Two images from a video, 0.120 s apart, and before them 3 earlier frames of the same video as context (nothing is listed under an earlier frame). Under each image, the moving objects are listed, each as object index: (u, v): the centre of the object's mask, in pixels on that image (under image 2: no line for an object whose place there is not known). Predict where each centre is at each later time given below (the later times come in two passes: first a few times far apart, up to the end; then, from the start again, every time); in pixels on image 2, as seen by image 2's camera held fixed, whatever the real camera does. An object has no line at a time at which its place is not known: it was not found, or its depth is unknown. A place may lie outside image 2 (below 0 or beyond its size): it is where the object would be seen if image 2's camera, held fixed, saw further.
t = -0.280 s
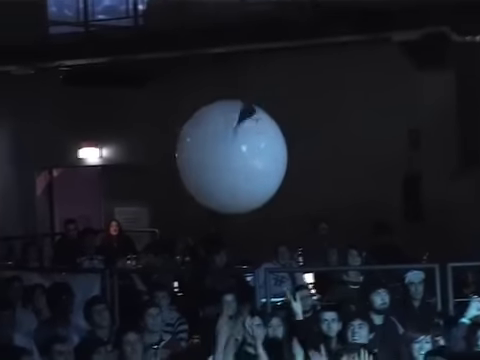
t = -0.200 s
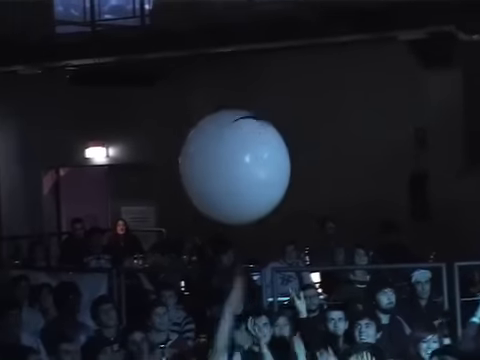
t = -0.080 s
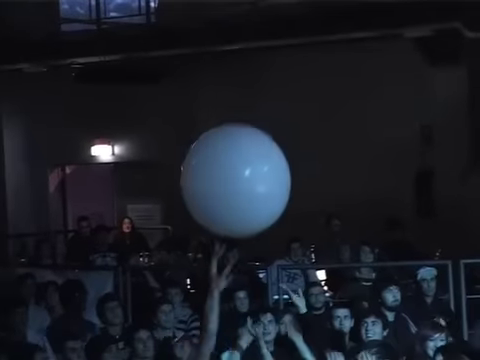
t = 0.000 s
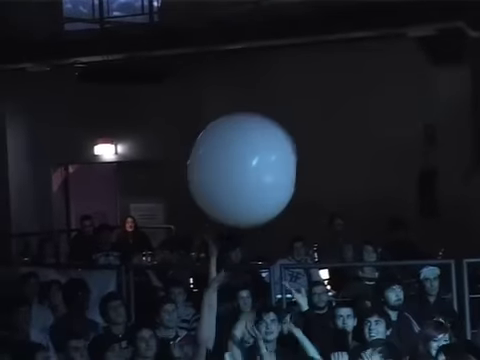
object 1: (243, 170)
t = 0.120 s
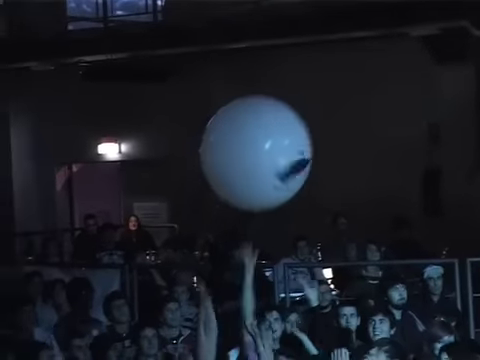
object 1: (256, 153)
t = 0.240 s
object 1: (265, 142)
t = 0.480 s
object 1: (284, 131)
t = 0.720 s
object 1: (300, 133)
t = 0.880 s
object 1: (311, 141)
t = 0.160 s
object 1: (259, 149)
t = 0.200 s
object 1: (262, 145)
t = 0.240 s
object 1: (265, 142)
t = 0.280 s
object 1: (269, 139)
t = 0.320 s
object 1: (272, 136)
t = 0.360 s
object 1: (275, 135)
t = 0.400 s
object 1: (278, 133)
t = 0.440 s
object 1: (281, 132)
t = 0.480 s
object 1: (284, 131)
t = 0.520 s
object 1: (286, 131)
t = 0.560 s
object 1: (289, 131)
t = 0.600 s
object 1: (292, 131)
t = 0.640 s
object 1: (295, 131)
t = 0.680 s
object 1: (298, 132)
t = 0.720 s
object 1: (300, 133)
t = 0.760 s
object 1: (303, 134)
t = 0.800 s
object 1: (305, 136)
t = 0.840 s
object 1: (307, 138)
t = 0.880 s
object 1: (311, 141)
